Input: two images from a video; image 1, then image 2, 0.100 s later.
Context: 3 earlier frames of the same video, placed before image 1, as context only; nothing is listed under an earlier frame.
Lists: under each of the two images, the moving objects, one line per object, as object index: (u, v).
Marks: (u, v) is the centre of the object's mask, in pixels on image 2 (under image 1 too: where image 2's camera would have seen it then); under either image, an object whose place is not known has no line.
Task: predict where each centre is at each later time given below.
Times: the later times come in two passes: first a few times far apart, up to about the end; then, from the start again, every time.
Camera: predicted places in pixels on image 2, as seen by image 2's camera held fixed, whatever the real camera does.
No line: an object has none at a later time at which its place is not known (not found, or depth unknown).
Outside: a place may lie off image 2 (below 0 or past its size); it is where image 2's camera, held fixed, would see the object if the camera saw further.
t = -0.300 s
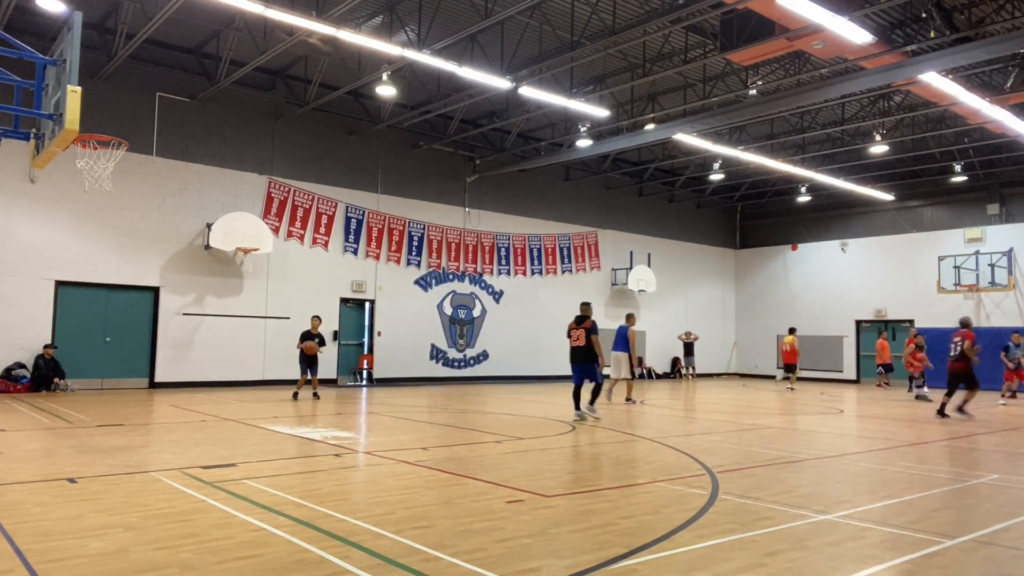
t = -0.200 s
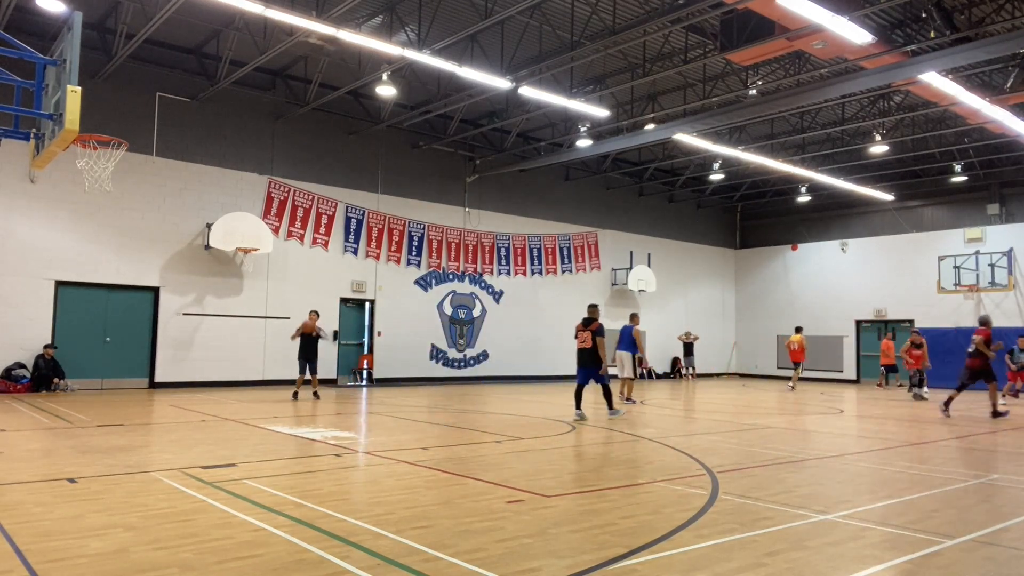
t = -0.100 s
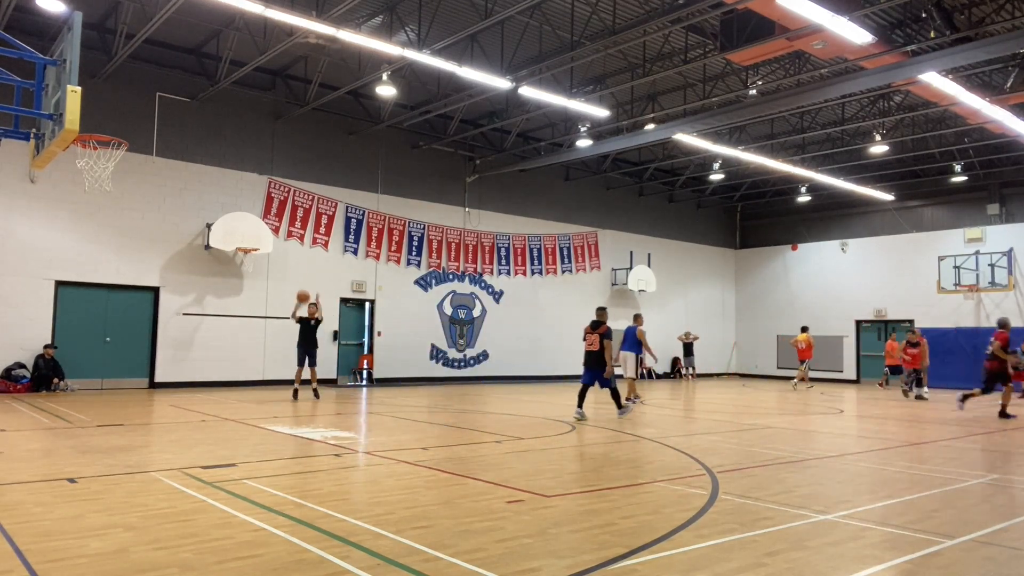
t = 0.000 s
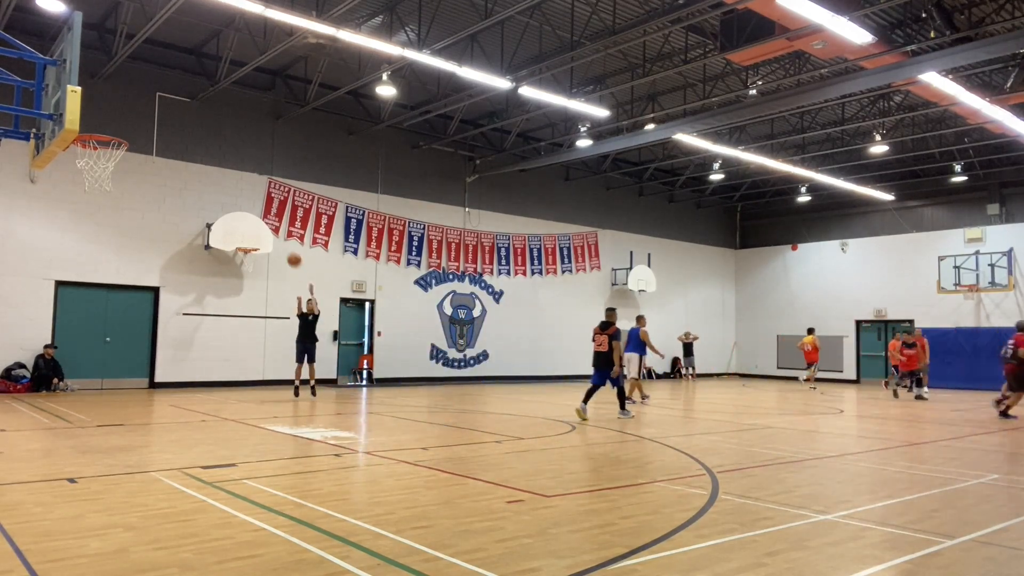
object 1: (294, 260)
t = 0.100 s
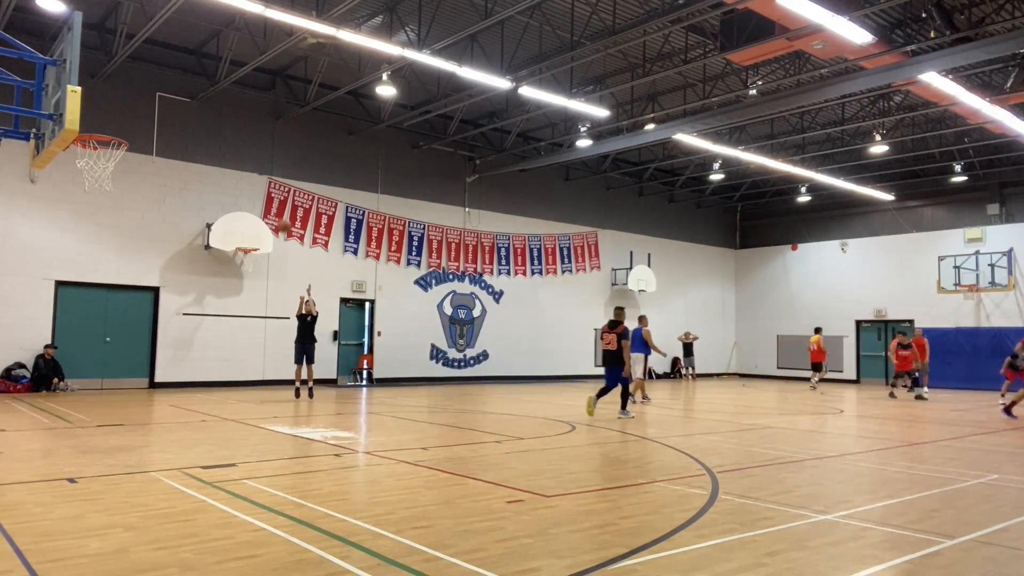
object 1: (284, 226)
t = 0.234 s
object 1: (268, 186)
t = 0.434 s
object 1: (241, 140)
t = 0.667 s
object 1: (201, 112)
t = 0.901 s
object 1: (149, 124)
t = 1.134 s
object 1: (143, 113)
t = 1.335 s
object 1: (163, 108)
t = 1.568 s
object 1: (184, 146)
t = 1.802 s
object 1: (202, 232)
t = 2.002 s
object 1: (215, 341)
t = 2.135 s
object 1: (221, 431)
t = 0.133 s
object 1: (280, 215)
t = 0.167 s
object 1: (276, 204)
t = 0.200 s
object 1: (273, 195)
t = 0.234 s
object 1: (268, 186)
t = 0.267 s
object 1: (264, 176)
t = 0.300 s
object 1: (260, 168)
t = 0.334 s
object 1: (256, 161)
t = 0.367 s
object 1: (251, 153)
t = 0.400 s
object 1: (246, 146)
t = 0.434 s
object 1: (241, 140)
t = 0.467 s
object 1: (236, 134)
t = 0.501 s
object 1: (231, 128)
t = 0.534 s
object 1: (225, 124)
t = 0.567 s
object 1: (219, 120)
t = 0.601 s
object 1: (214, 117)
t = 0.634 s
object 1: (207, 114)
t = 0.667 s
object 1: (201, 112)
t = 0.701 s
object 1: (195, 111)
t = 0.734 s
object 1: (188, 111)
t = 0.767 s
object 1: (181, 112)
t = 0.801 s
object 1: (173, 113)
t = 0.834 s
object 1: (166, 115)
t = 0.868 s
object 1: (157, 119)
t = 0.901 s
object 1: (149, 124)
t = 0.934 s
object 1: (140, 130)
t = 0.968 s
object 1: (132, 136)
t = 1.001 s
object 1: (130, 137)
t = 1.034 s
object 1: (132, 130)
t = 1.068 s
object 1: (136, 123)
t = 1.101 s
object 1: (140, 118)
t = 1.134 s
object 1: (143, 113)
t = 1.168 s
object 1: (147, 110)
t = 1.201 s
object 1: (150, 107)
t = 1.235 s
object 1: (154, 106)
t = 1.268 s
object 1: (157, 106)
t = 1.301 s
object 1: (160, 106)
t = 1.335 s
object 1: (163, 108)
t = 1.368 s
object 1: (166, 110)
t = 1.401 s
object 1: (170, 114)
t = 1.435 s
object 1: (173, 119)
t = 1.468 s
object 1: (176, 124)
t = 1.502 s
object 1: (179, 131)
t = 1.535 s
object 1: (181, 138)
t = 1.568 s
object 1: (184, 146)
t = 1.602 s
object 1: (187, 155)
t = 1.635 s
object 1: (190, 165)
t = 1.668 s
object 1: (192, 177)
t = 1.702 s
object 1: (195, 189)
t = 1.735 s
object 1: (198, 203)
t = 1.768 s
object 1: (200, 216)
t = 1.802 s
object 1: (202, 232)
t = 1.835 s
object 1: (205, 248)
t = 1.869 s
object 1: (207, 264)
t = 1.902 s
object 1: (209, 283)
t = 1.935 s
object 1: (211, 301)
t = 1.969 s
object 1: (213, 321)
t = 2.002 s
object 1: (215, 341)
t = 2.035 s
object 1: (217, 363)
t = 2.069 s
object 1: (219, 385)
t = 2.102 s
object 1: (220, 409)
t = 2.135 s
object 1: (221, 431)
